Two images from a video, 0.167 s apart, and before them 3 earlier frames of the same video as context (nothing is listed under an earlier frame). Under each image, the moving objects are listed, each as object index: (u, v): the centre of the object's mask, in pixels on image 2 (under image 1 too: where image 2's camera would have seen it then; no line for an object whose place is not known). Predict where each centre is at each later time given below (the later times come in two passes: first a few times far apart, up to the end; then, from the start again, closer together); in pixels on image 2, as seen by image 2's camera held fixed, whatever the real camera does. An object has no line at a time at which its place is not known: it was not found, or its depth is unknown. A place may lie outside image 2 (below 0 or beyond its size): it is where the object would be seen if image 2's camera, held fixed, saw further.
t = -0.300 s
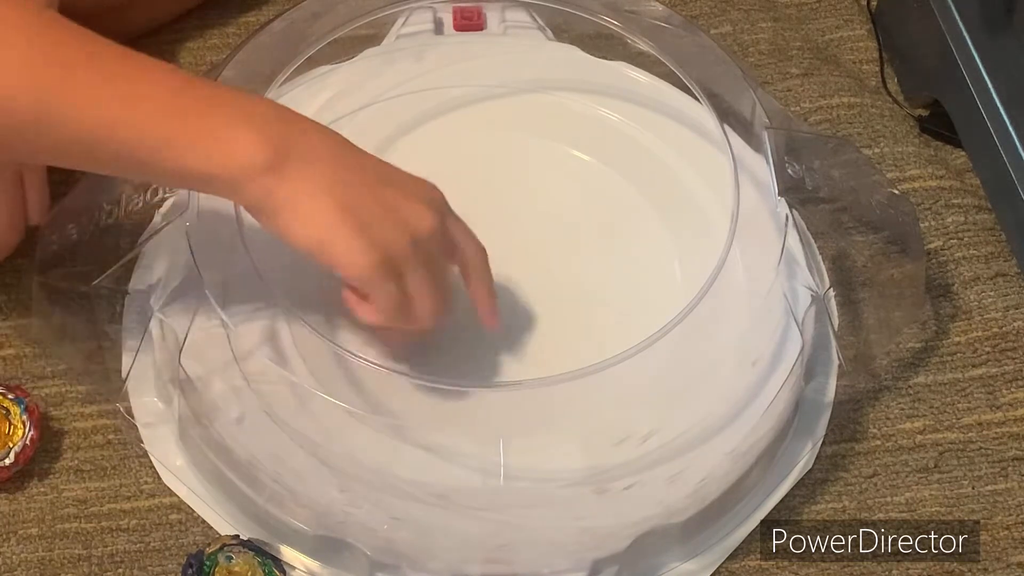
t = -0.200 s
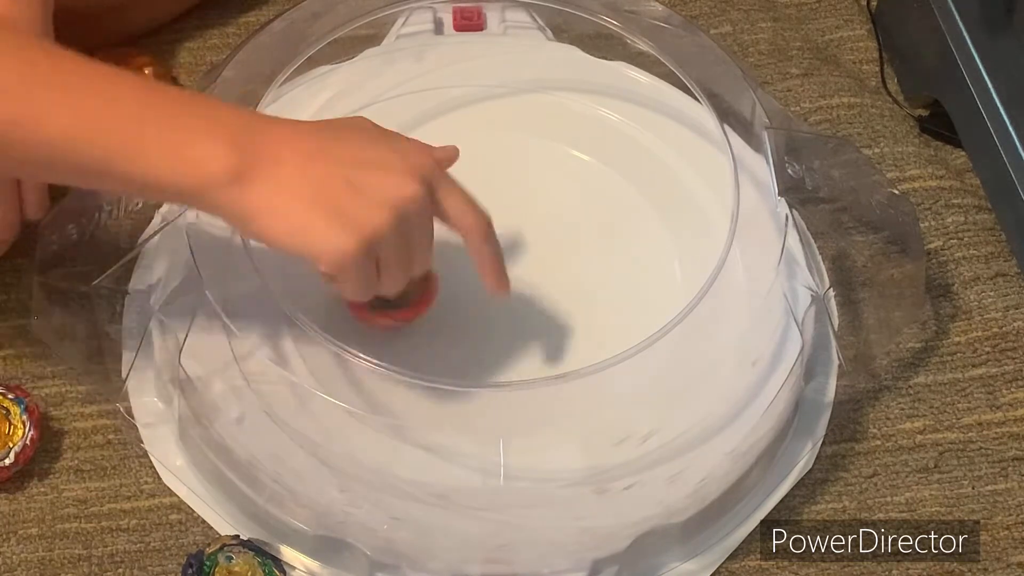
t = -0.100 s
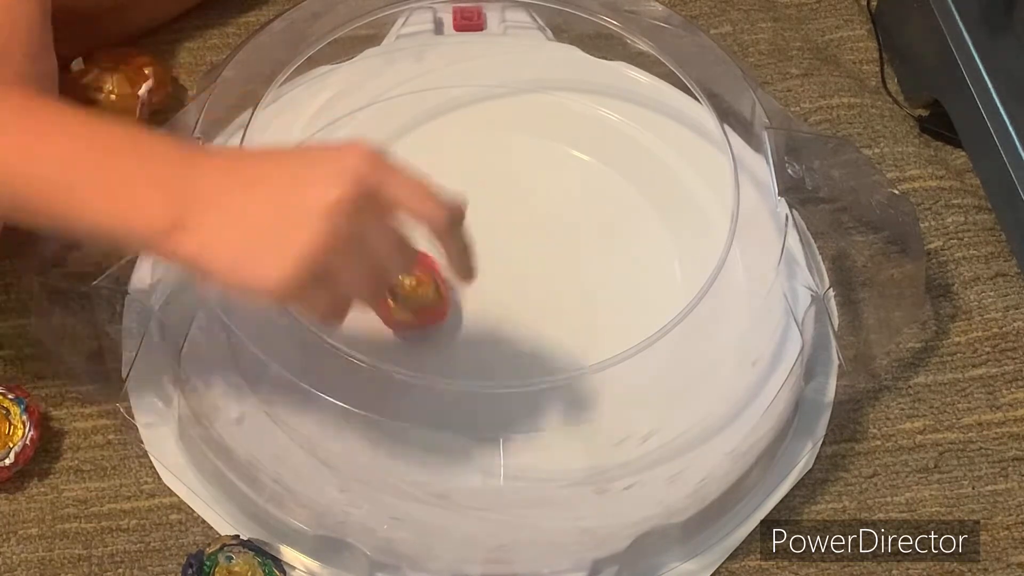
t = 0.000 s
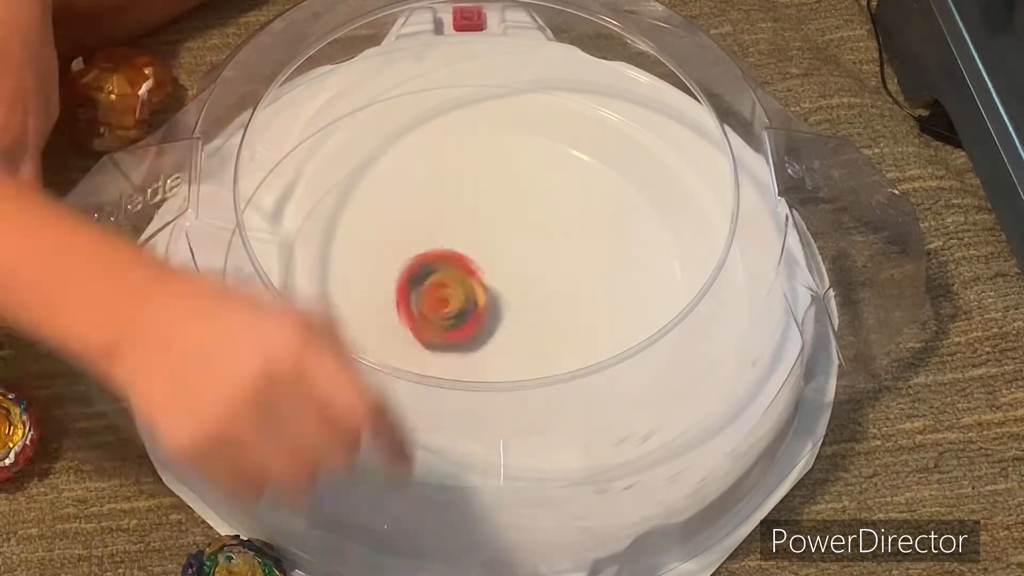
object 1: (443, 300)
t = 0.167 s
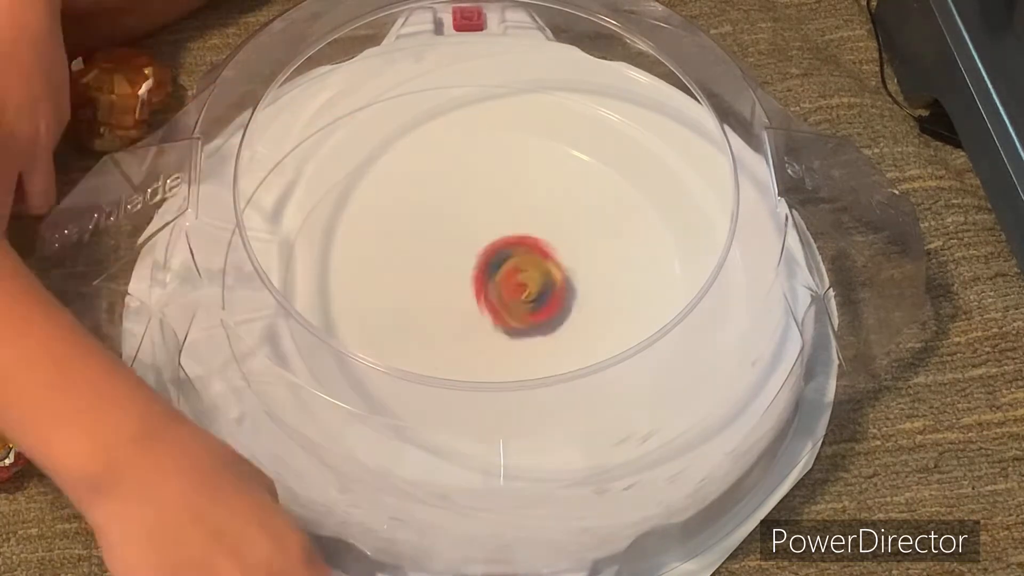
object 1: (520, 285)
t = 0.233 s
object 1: (543, 271)
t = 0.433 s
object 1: (547, 258)
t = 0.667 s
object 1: (503, 276)
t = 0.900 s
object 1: (450, 309)
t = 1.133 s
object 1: (452, 313)
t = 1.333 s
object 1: (491, 305)
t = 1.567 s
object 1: (484, 300)
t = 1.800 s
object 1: (489, 300)
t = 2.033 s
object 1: (489, 300)
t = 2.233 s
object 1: (489, 301)
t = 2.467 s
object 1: (489, 300)
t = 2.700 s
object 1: (489, 300)
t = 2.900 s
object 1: (489, 300)
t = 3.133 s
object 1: (489, 300)
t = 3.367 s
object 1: (489, 300)
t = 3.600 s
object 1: (489, 300)
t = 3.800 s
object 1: (489, 300)
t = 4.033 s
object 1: (489, 300)
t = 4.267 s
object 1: (489, 300)
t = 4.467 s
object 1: (489, 300)
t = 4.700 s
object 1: (488, 300)
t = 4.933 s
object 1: (488, 300)
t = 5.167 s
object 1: (488, 300)
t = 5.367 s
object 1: (488, 300)
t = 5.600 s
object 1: (489, 300)
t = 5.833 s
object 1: (489, 300)
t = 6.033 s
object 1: (489, 300)
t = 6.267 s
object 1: (489, 300)
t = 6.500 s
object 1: (489, 300)
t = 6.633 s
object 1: (489, 300)
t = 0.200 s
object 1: (533, 278)
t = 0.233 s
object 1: (543, 271)
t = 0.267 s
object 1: (549, 264)
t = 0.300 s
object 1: (554, 260)
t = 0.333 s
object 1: (556, 256)
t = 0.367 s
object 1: (556, 256)
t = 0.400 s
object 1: (553, 257)
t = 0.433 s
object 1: (547, 258)
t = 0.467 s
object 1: (539, 259)
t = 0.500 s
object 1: (533, 259)
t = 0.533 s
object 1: (530, 264)
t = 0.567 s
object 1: (526, 268)
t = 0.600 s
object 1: (518, 272)
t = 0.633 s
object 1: (511, 273)
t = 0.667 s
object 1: (503, 276)
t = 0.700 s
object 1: (493, 278)
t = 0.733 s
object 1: (481, 280)
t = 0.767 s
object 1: (472, 285)
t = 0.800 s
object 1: (463, 291)
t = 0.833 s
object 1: (457, 298)
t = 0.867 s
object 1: (452, 304)
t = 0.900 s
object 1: (450, 309)
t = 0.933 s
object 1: (449, 311)
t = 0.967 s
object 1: (448, 314)
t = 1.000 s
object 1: (449, 316)
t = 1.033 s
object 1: (449, 317)
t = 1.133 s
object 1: (452, 313)
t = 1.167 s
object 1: (457, 311)
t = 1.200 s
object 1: (464, 308)
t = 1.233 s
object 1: (472, 308)
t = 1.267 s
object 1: (480, 308)
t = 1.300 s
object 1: (487, 306)
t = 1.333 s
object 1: (491, 305)
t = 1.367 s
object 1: (490, 302)
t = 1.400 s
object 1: (489, 300)
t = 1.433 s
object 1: (487, 299)
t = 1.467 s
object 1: (485, 300)
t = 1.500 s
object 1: (484, 300)
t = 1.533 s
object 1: (484, 300)
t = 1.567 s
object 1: (484, 300)
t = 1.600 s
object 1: (485, 300)
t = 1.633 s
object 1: (486, 300)
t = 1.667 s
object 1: (488, 301)
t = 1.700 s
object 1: (488, 300)
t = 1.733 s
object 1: (489, 300)
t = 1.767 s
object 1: (489, 300)
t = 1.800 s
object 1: (489, 300)
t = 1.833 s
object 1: (489, 300)
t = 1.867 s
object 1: (489, 300)
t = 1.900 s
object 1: (489, 300)
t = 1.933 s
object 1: (489, 300)
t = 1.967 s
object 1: (489, 300)
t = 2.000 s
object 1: (489, 300)
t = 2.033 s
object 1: (489, 300)
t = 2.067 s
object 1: (489, 300)
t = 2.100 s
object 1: (489, 300)
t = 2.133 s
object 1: (489, 300)
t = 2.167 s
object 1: (489, 300)
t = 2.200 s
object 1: (489, 300)
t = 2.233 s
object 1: (489, 301)
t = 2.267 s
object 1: (489, 300)
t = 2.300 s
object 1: (489, 300)
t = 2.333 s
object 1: (489, 300)
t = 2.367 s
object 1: (489, 300)
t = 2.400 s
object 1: (489, 300)
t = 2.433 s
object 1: (489, 300)
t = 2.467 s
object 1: (489, 300)
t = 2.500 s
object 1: (489, 300)
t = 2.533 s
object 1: (489, 300)
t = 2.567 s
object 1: (489, 300)
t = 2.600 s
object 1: (489, 300)
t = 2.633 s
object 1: (489, 300)
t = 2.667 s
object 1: (489, 301)
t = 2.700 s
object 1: (489, 300)
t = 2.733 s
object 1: (489, 300)
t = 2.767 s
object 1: (489, 300)
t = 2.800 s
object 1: (489, 300)
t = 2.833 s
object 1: (489, 300)
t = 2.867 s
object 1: (489, 300)
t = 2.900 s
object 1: (489, 300)
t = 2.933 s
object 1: (489, 300)
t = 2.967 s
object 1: (489, 300)
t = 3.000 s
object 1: (489, 300)
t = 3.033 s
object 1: (489, 300)
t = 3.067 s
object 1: (489, 300)
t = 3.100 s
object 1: (489, 300)
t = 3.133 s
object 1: (489, 300)
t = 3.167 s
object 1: (489, 300)
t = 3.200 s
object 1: (489, 300)
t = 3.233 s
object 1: (489, 300)
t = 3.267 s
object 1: (489, 300)
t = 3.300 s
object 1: (489, 300)
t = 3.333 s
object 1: (489, 300)
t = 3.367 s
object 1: (489, 300)
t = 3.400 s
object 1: (489, 300)
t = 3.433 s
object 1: (489, 300)
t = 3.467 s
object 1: (489, 300)
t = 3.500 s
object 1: (489, 300)
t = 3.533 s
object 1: (489, 300)
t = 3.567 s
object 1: (489, 300)
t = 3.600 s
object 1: (489, 300)
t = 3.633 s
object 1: (489, 300)
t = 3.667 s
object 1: (489, 300)
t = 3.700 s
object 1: (489, 300)
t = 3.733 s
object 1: (489, 300)
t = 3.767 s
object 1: (489, 300)
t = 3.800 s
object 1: (489, 300)
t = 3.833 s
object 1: (489, 300)
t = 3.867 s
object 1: (489, 300)
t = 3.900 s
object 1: (489, 300)
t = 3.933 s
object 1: (489, 300)
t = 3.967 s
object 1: (489, 300)
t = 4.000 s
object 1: (489, 300)
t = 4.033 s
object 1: (489, 300)
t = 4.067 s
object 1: (489, 300)
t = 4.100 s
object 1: (489, 300)
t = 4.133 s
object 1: (489, 300)
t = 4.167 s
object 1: (489, 300)
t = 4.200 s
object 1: (489, 300)
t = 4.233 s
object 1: (489, 300)
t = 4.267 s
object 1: (489, 300)
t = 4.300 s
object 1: (489, 300)
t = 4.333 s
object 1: (489, 300)
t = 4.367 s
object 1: (489, 300)
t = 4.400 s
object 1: (489, 300)
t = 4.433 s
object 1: (489, 300)
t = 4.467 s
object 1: (489, 300)
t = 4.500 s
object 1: (489, 300)
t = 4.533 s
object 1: (488, 300)
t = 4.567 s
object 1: (489, 300)
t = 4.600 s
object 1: (489, 300)
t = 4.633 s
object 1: (489, 300)
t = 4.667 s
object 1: (488, 300)
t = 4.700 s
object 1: (488, 300)
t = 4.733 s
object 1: (488, 300)
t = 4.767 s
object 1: (488, 300)
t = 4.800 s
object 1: (488, 300)
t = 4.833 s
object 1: (488, 300)
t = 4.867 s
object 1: (488, 300)
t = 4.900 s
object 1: (488, 300)
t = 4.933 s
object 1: (488, 300)
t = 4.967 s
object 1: (488, 300)
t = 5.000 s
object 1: (489, 300)
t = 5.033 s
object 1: (488, 300)
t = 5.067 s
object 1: (489, 300)
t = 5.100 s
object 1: (489, 300)
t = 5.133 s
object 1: (488, 300)
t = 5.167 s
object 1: (488, 300)
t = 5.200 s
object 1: (488, 300)
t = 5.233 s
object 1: (488, 300)
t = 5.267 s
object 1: (489, 301)
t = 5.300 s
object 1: (488, 300)
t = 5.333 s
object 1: (489, 301)
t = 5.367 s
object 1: (488, 300)
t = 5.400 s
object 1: (489, 300)
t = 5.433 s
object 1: (489, 300)
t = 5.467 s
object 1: (488, 300)
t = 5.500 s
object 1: (488, 300)
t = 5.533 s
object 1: (488, 300)
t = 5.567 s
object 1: (489, 300)
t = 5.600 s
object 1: (489, 300)
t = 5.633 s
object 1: (489, 300)
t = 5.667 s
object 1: (489, 300)
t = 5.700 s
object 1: (489, 300)
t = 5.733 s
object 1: (489, 300)
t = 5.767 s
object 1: (489, 300)
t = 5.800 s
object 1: (489, 300)
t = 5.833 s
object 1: (489, 300)
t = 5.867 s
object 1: (489, 300)
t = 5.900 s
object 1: (489, 300)
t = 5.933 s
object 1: (489, 300)
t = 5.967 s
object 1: (489, 300)
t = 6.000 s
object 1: (489, 300)
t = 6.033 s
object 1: (489, 300)
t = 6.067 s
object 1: (489, 300)
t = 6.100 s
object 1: (489, 300)
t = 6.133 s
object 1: (489, 300)
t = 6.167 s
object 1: (489, 300)
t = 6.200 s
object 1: (489, 300)
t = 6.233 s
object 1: (489, 300)
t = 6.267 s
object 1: (489, 300)
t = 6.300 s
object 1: (489, 300)
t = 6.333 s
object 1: (489, 300)
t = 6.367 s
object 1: (489, 300)
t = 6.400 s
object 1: (489, 301)
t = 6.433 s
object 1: (489, 300)
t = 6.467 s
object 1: (489, 300)
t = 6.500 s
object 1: (489, 300)
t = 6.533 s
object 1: (489, 300)
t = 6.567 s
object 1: (489, 300)
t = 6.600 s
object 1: (489, 300)
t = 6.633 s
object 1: (489, 300)
